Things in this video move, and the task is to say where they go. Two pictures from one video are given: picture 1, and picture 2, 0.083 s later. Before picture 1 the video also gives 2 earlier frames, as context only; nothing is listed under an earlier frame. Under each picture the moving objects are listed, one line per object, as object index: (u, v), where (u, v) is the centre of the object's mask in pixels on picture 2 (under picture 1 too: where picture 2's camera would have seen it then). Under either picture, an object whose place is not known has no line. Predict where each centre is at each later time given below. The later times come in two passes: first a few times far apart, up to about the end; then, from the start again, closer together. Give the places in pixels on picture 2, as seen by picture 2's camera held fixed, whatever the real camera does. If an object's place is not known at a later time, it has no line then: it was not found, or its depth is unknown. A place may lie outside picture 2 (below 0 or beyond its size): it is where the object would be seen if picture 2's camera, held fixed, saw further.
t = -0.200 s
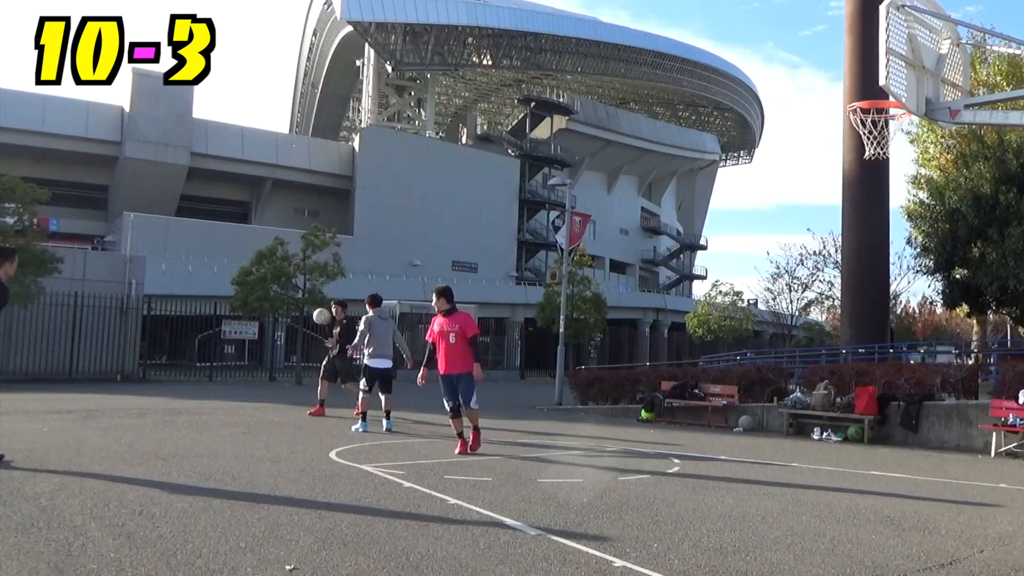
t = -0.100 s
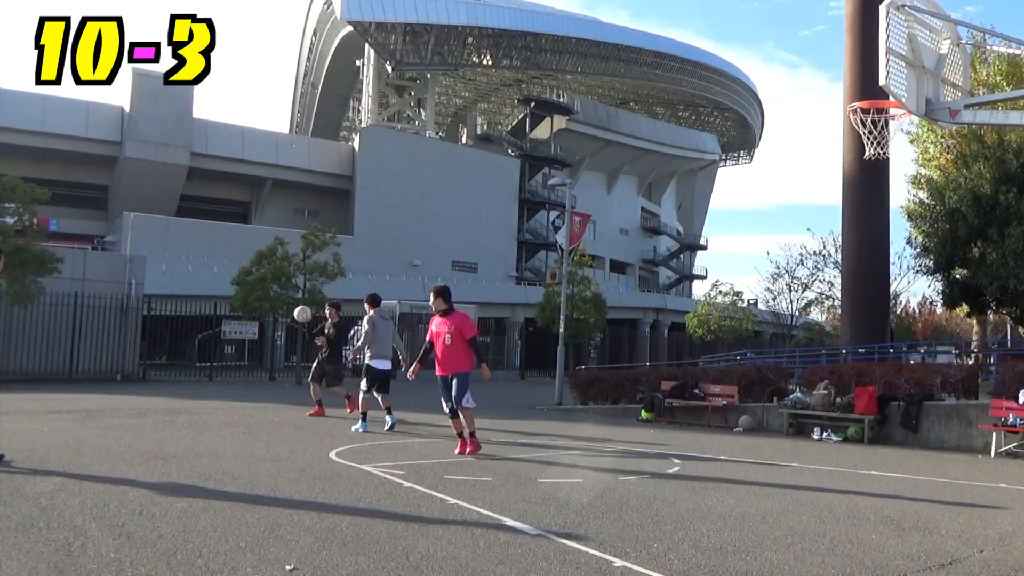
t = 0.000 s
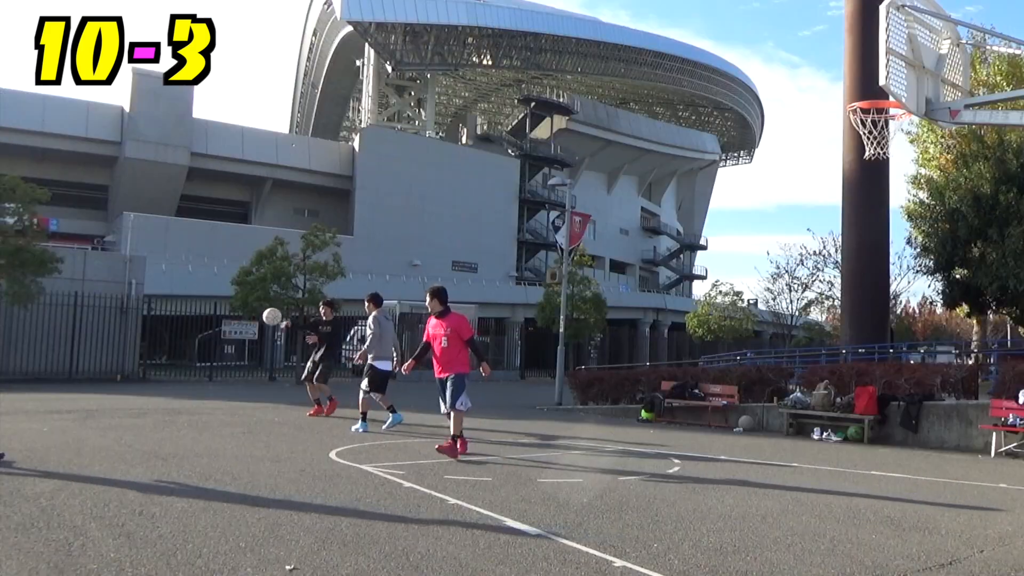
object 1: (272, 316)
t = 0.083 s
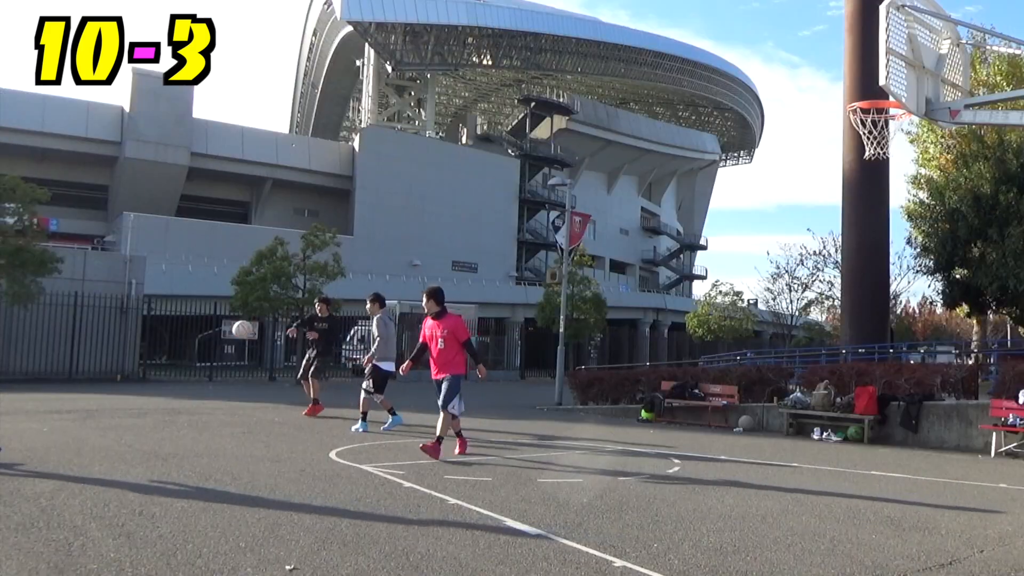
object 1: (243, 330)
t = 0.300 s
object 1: (142, 401)
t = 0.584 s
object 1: (36, 363)
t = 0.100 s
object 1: (236, 333)
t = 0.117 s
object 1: (229, 337)
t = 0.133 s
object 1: (223, 341)
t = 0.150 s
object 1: (216, 345)
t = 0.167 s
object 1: (209, 350)
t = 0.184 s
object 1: (201, 355)
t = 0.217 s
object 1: (186, 367)
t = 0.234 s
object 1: (178, 373)
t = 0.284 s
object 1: (152, 393)
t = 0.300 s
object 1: (142, 401)
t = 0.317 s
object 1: (132, 410)
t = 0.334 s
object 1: (123, 419)
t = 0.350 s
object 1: (113, 428)
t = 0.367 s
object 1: (107, 426)
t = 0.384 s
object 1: (102, 420)
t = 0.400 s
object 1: (97, 414)
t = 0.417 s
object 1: (91, 407)
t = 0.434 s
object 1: (86, 402)
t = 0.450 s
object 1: (81, 397)
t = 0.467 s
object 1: (77, 392)
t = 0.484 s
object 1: (72, 387)
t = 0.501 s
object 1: (66, 382)
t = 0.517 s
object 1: (60, 378)
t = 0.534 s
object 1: (54, 374)
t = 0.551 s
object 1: (49, 370)
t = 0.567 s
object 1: (42, 367)
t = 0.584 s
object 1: (36, 363)
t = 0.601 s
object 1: (30, 360)
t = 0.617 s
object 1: (24, 357)
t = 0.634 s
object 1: (18, 354)
